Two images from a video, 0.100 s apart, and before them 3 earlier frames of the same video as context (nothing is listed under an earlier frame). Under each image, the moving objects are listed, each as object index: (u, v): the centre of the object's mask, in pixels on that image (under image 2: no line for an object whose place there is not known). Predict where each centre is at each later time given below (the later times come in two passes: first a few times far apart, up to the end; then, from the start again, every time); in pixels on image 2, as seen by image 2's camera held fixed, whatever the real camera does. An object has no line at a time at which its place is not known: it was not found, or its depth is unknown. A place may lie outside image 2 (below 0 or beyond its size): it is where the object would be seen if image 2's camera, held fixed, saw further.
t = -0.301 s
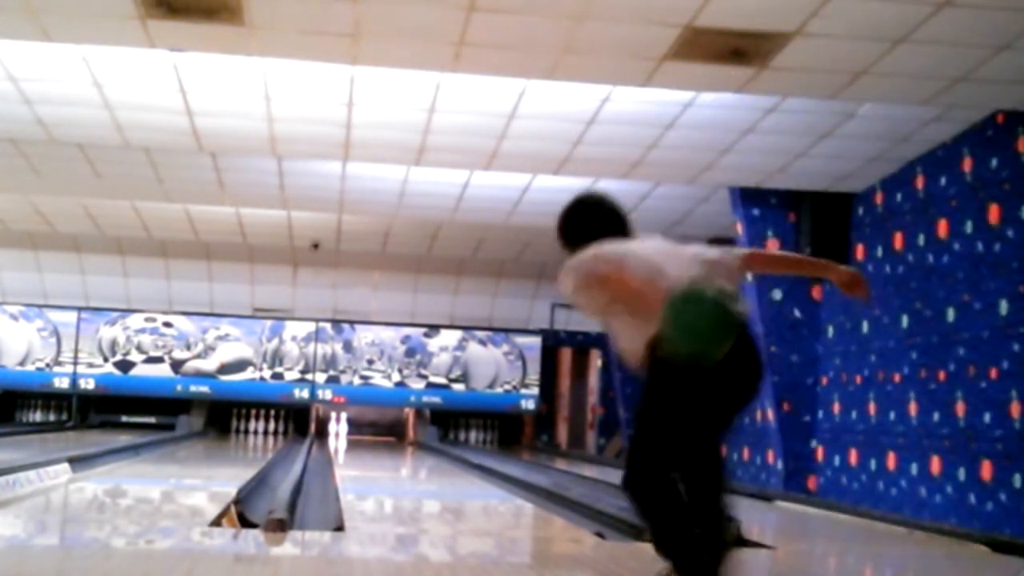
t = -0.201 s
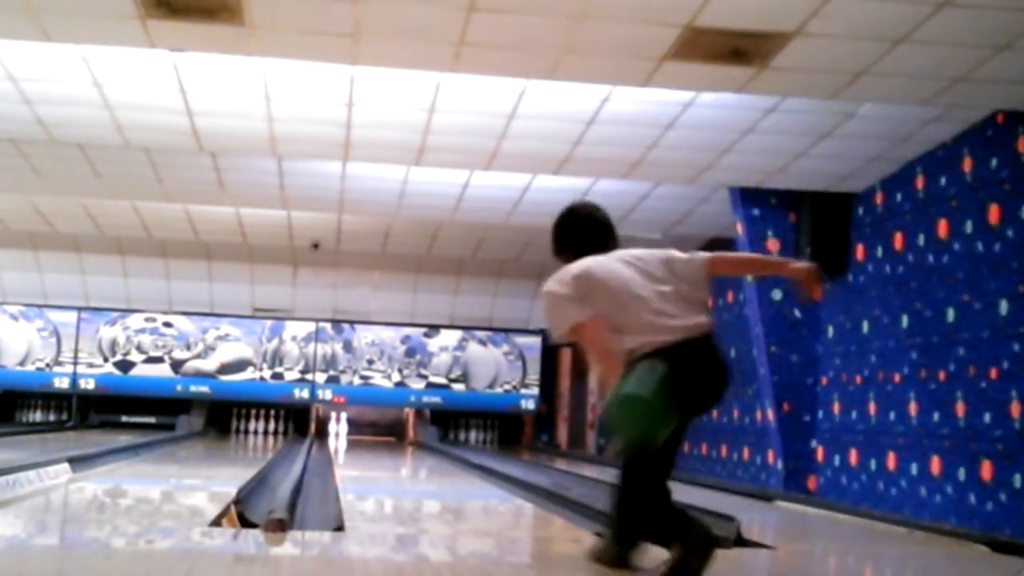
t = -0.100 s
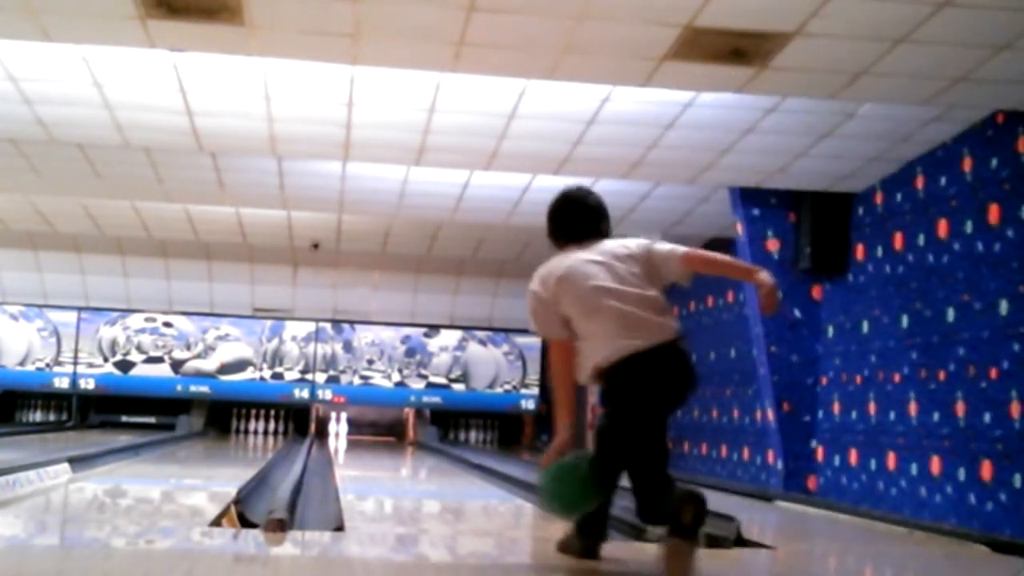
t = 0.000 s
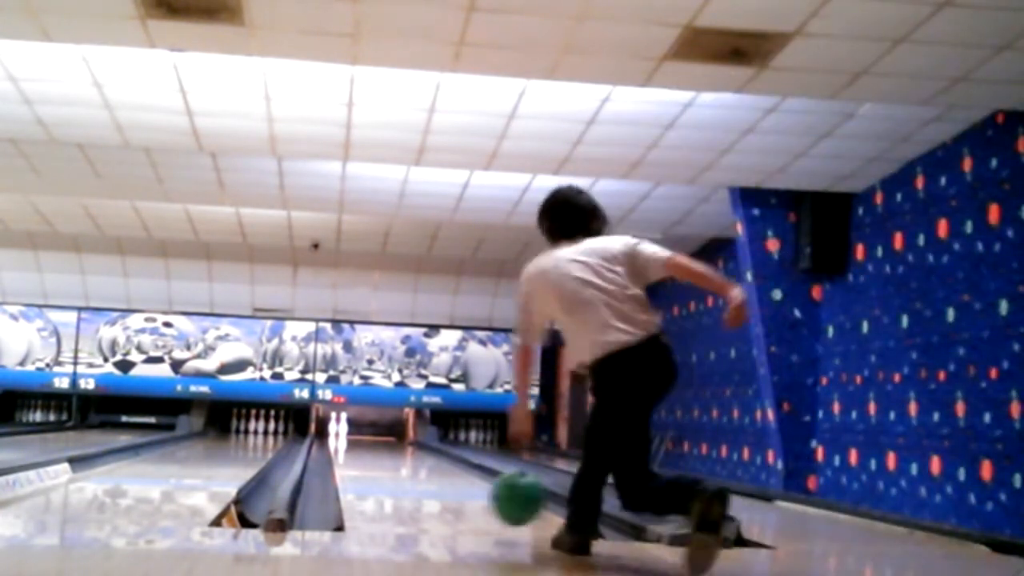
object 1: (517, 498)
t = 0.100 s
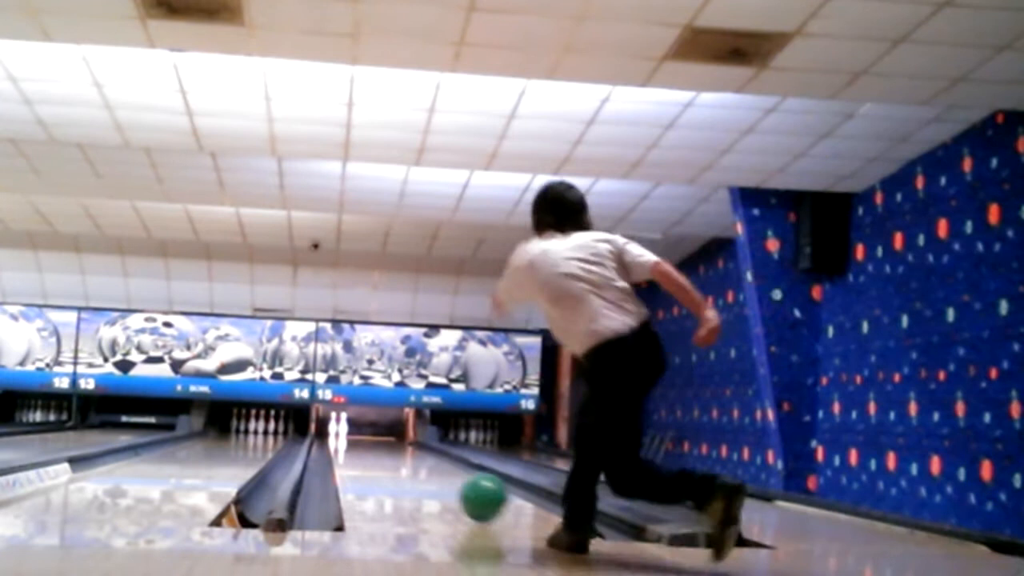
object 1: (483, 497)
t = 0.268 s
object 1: (445, 483)
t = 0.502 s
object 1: (408, 466)
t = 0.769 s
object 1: (382, 455)
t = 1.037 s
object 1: (364, 448)
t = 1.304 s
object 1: (353, 442)
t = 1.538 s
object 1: (345, 439)
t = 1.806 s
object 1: (339, 436)
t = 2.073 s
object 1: (333, 431)
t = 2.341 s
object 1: (332, 430)
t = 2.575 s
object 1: (328, 431)
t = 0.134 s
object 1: (474, 493)
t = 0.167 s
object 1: (466, 492)
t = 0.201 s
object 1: (458, 489)
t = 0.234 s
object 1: (451, 486)
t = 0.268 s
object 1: (445, 483)
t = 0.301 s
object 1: (439, 480)
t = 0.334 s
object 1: (433, 478)
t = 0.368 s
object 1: (427, 475)
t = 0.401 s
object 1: (422, 472)
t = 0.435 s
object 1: (417, 470)
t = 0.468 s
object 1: (413, 468)
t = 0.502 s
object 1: (408, 466)
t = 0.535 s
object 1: (405, 464)
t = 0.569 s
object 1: (400, 463)
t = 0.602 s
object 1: (397, 461)
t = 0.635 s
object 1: (395, 460)
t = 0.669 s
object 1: (391, 459)
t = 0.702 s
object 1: (388, 457)
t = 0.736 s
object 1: (384, 456)
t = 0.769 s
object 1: (382, 455)
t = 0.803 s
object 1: (379, 454)
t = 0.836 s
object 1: (377, 453)
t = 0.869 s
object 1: (374, 452)
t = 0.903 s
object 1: (372, 451)
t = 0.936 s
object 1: (371, 450)
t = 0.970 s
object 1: (368, 449)
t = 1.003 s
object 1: (367, 448)
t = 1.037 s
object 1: (364, 448)
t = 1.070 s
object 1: (363, 447)
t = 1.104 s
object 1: (361, 446)
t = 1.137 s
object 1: (360, 445)
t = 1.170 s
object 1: (358, 445)
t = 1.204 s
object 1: (356, 444)
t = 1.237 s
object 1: (355, 443)
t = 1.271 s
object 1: (355, 442)
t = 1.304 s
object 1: (353, 442)
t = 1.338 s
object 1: (352, 441)
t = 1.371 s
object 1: (351, 440)
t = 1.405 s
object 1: (349, 440)
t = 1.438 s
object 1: (348, 439)
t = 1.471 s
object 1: (346, 439)
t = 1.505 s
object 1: (346, 439)
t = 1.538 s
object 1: (345, 439)
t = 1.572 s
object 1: (344, 438)
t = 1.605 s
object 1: (343, 437)
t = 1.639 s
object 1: (342, 437)
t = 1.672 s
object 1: (343, 437)
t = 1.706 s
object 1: (342, 436)
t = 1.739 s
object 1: (340, 435)
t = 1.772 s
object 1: (339, 435)
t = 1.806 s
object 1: (339, 436)
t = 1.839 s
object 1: (338, 434)
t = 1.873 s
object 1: (337, 434)
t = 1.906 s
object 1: (336, 434)
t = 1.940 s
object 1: (335, 434)
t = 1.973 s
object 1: (334, 433)
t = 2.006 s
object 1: (334, 433)
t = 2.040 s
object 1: (333, 432)
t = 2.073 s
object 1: (333, 431)
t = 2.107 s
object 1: (333, 431)
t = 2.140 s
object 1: (332, 430)
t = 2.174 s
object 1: (332, 430)
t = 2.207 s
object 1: (332, 430)
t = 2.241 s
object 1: (332, 430)
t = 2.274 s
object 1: (331, 430)
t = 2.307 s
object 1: (332, 430)
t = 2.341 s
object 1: (332, 430)
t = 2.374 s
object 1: (332, 430)
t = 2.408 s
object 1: (332, 430)
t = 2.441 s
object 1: (332, 429)
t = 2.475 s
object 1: (330, 428)
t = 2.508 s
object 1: (329, 428)
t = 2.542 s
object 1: (329, 429)
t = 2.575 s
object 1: (328, 431)
